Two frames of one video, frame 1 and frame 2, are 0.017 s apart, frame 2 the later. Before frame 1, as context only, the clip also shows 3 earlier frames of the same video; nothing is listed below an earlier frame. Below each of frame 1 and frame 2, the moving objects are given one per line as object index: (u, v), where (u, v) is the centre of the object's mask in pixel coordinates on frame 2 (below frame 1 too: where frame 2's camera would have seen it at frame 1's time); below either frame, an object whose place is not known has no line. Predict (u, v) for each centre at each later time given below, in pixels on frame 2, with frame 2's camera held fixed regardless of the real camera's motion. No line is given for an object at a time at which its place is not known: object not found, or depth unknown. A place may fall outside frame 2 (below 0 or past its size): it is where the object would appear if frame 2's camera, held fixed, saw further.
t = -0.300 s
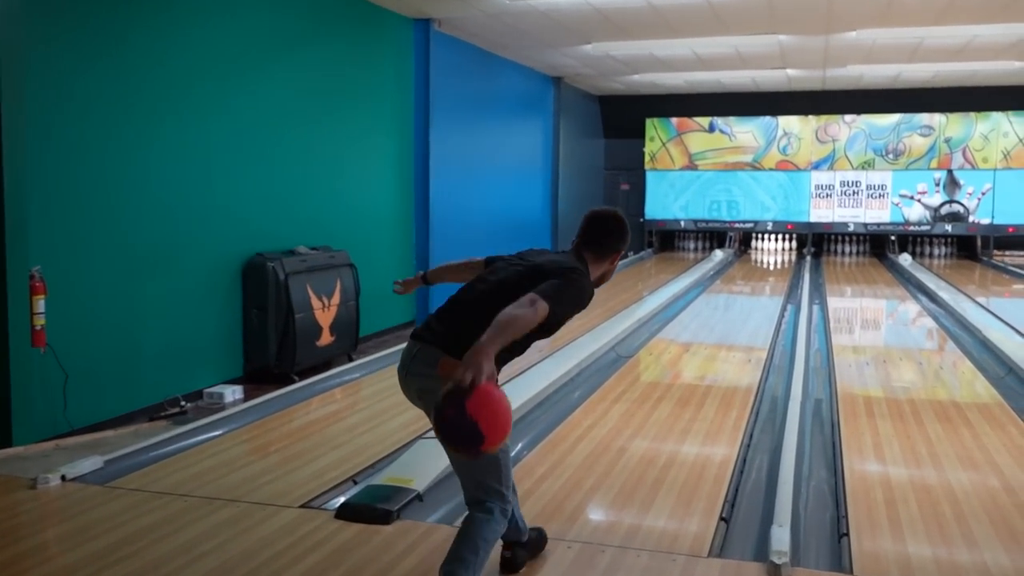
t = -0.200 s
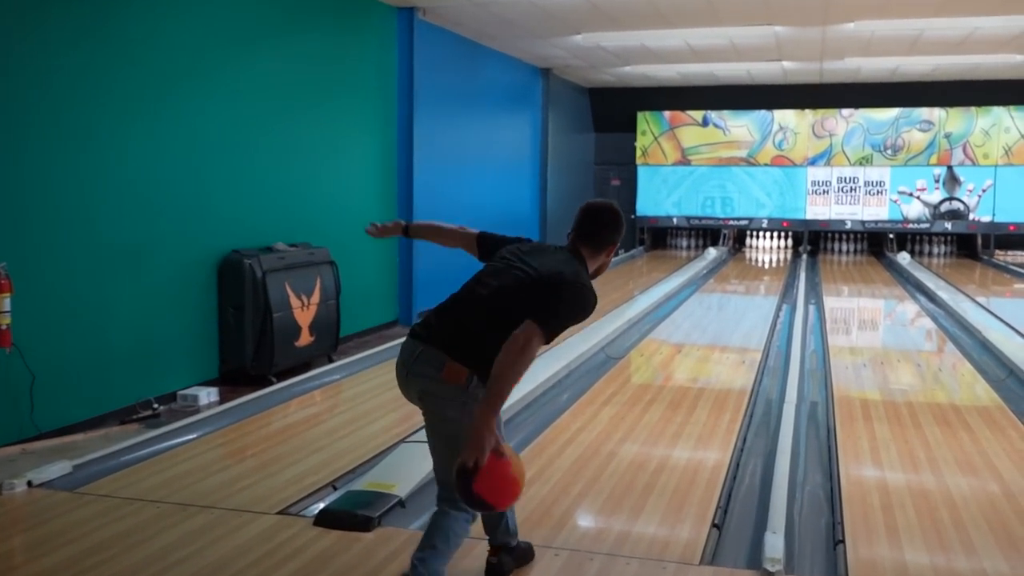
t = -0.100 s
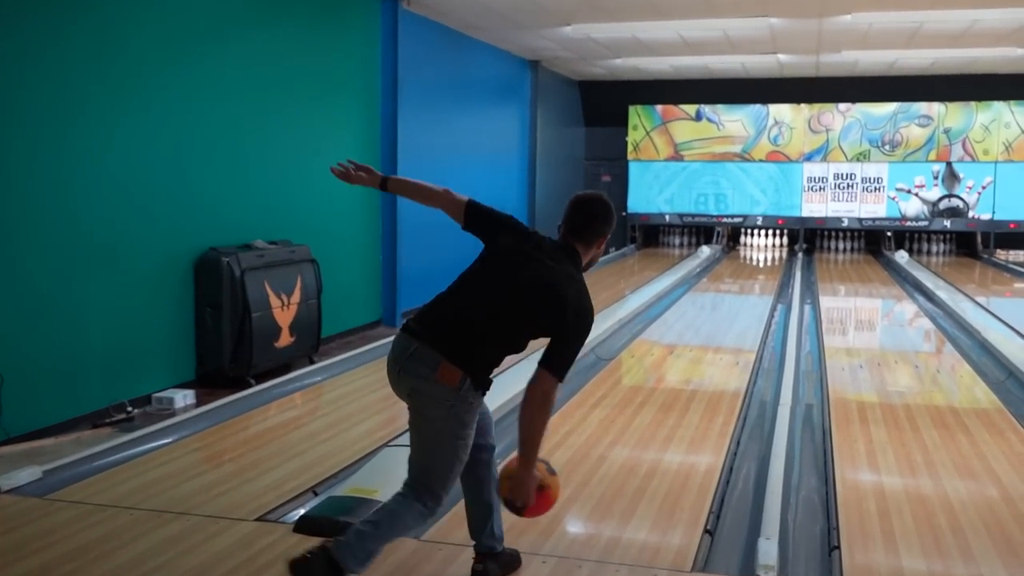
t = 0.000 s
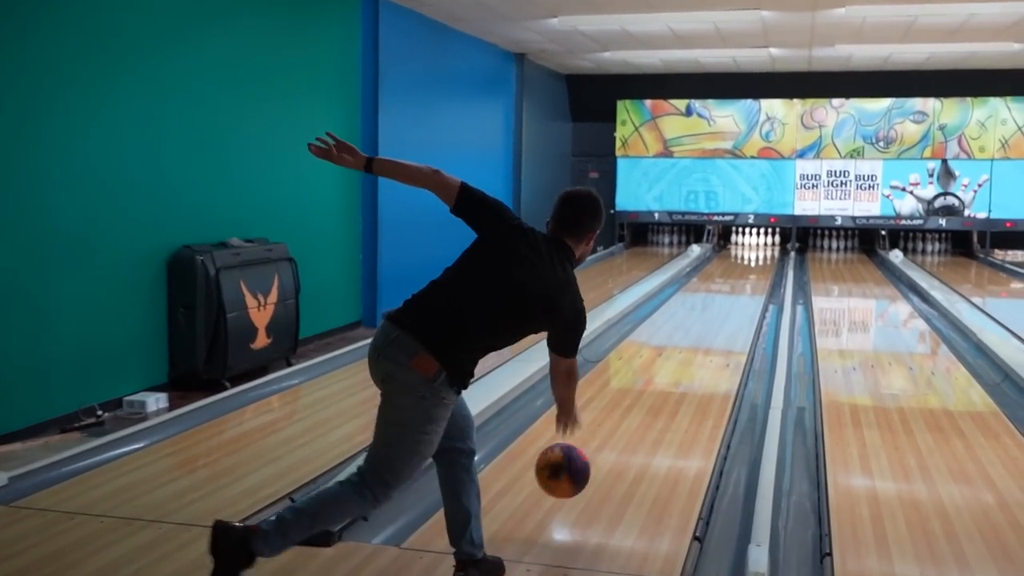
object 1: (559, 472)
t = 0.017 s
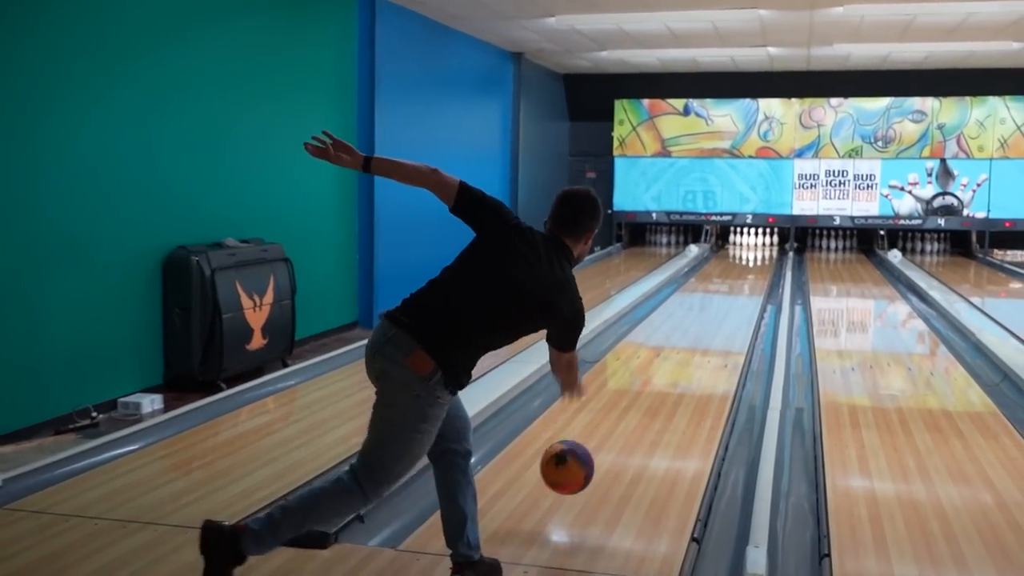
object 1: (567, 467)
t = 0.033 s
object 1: (574, 463)
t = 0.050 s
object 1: (580, 461)
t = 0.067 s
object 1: (586, 459)
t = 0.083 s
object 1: (592, 458)
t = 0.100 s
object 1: (598, 457)
